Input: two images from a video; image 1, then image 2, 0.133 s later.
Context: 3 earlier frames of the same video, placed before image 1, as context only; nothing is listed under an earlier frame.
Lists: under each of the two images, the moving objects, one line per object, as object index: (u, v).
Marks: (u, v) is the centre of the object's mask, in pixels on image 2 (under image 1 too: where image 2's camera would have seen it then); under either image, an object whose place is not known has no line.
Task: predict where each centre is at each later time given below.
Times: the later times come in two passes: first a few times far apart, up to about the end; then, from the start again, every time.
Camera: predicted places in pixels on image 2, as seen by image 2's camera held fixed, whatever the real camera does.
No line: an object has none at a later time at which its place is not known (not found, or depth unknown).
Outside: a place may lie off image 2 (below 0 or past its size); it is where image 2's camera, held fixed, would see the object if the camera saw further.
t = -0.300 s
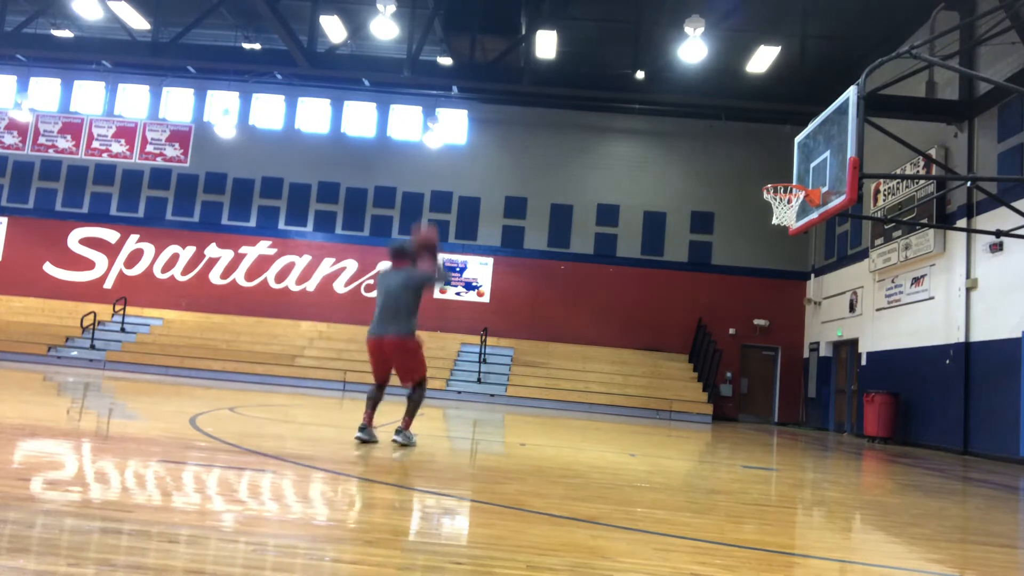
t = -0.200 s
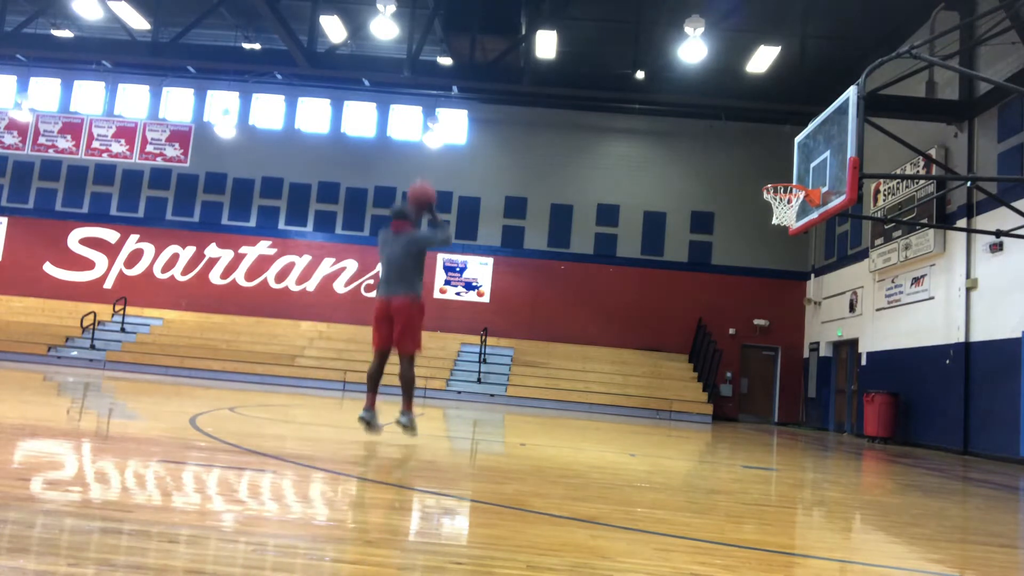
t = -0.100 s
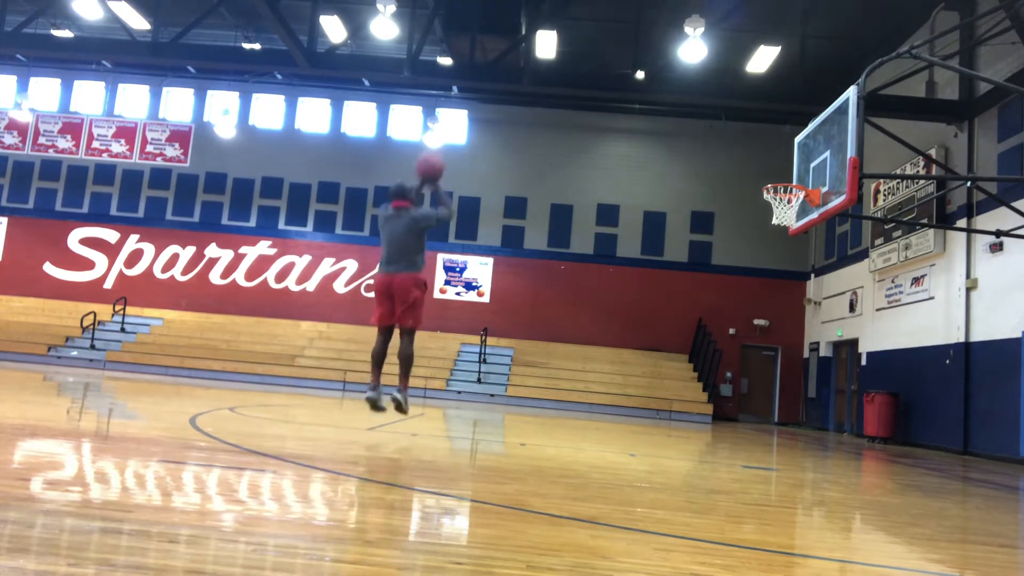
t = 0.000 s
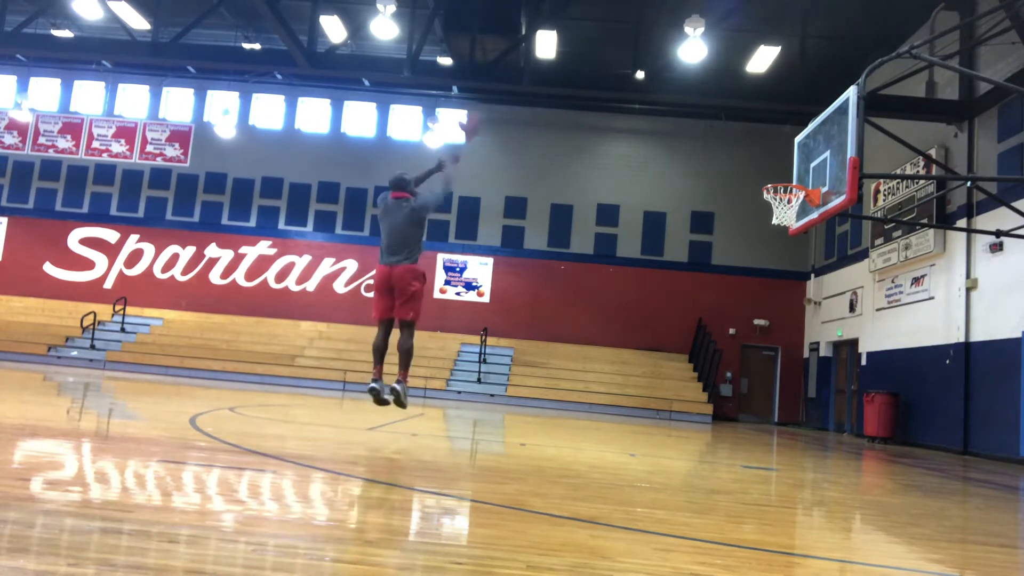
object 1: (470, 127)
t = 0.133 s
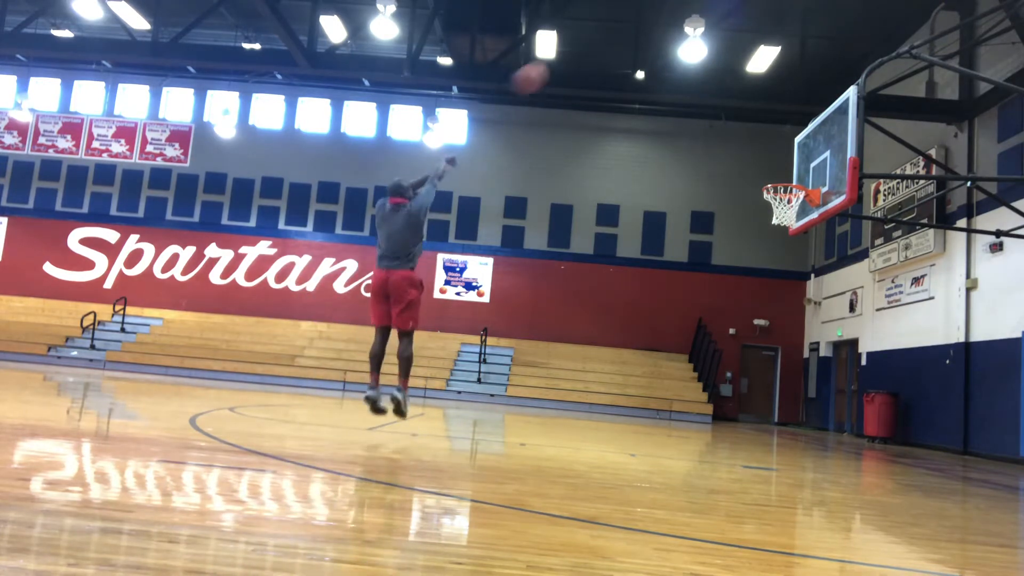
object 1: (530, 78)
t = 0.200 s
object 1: (560, 64)
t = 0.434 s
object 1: (648, 48)
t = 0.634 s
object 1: (711, 74)
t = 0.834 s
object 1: (762, 131)
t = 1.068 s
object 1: (801, 168)
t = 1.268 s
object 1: (782, 167)
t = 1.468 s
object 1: (751, 192)
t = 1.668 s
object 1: (720, 247)
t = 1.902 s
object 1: (684, 344)
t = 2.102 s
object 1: (660, 411)
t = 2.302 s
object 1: (653, 342)
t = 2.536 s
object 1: (646, 304)
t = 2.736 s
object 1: (639, 302)
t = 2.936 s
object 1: (629, 326)
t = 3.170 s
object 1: (618, 388)
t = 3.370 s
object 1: (611, 393)
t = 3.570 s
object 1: (607, 359)
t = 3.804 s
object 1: (600, 352)
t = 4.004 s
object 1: (593, 374)
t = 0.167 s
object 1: (545, 71)
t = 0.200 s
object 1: (560, 64)
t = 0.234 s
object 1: (573, 57)
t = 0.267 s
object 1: (587, 53)
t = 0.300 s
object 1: (600, 50)
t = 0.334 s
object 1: (613, 47)
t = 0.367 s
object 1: (625, 46)
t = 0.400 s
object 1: (636, 46)
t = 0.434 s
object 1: (648, 48)
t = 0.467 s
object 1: (659, 50)
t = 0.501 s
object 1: (667, 52)
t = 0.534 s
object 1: (675, 57)
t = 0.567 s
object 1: (688, 67)
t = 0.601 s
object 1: (703, 71)
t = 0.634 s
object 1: (711, 74)
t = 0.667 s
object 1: (719, 82)
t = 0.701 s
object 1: (728, 90)
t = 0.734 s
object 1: (737, 99)
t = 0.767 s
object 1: (745, 108)
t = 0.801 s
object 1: (753, 119)
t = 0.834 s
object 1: (762, 131)
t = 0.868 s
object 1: (770, 143)
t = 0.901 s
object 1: (777, 156)
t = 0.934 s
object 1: (784, 169)
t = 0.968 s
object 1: (790, 175)
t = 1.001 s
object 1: (794, 172)
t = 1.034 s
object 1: (797, 170)
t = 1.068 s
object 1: (801, 168)
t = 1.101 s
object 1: (804, 168)
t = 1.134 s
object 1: (802, 167)
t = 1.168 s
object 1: (797, 165)
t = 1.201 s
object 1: (792, 165)
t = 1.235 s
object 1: (787, 166)
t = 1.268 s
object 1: (782, 167)
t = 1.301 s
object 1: (777, 169)
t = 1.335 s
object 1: (772, 172)
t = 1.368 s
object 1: (767, 176)
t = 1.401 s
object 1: (761, 180)
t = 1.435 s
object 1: (756, 186)
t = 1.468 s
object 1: (751, 192)
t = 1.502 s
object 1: (745, 199)
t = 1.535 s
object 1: (741, 208)
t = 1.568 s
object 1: (736, 216)
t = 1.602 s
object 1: (730, 226)
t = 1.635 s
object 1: (726, 236)
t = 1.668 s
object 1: (720, 247)
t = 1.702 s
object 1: (715, 260)
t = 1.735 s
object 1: (709, 271)
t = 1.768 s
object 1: (703, 285)
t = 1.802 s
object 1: (699, 299)
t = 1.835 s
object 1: (693, 314)
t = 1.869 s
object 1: (689, 329)
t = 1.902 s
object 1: (684, 344)
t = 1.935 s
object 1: (678, 364)
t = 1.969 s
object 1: (673, 384)
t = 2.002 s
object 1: (669, 401)
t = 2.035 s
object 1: (662, 420)
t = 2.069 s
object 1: (659, 423)
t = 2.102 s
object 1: (660, 411)
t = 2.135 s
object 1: (658, 396)
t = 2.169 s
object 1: (658, 385)
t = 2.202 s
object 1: (657, 373)
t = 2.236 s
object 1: (656, 361)
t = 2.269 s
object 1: (655, 351)
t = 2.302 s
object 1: (653, 342)
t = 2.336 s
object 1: (652, 335)
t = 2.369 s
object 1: (651, 327)
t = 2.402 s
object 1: (650, 321)
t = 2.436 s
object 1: (649, 315)
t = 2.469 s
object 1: (648, 311)
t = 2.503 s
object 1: (647, 307)
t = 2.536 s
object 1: (646, 304)
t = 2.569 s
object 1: (645, 302)
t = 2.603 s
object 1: (644, 301)
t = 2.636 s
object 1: (642, 300)
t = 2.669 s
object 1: (642, 300)
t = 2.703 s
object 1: (640, 301)
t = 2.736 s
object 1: (639, 302)
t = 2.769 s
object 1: (637, 305)
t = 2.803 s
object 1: (636, 307)
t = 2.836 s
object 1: (634, 311)
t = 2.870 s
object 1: (632, 315)
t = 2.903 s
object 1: (630, 320)
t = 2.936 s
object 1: (629, 326)
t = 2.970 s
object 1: (627, 332)
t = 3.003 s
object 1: (626, 339)
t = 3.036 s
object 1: (624, 348)
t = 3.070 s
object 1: (624, 357)
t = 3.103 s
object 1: (622, 366)
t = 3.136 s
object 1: (620, 377)
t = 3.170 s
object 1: (618, 388)
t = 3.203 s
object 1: (616, 400)
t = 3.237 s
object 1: (614, 413)
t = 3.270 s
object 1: (612, 419)
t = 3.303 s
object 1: (612, 410)
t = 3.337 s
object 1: (612, 401)
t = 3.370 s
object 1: (611, 393)
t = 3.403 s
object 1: (611, 385)
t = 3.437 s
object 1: (610, 379)
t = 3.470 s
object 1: (609, 373)
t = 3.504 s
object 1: (609, 368)
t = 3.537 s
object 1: (608, 363)
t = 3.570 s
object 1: (607, 359)
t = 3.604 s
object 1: (606, 356)
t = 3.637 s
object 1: (605, 353)
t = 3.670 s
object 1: (604, 352)
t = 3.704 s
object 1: (603, 351)
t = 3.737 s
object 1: (602, 350)
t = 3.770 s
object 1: (601, 351)
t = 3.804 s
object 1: (600, 352)
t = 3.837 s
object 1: (599, 354)
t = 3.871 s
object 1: (598, 357)
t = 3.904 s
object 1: (597, 360)
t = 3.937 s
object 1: (595, 364)
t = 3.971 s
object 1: (594, 368)
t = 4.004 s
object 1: (593, 374)
